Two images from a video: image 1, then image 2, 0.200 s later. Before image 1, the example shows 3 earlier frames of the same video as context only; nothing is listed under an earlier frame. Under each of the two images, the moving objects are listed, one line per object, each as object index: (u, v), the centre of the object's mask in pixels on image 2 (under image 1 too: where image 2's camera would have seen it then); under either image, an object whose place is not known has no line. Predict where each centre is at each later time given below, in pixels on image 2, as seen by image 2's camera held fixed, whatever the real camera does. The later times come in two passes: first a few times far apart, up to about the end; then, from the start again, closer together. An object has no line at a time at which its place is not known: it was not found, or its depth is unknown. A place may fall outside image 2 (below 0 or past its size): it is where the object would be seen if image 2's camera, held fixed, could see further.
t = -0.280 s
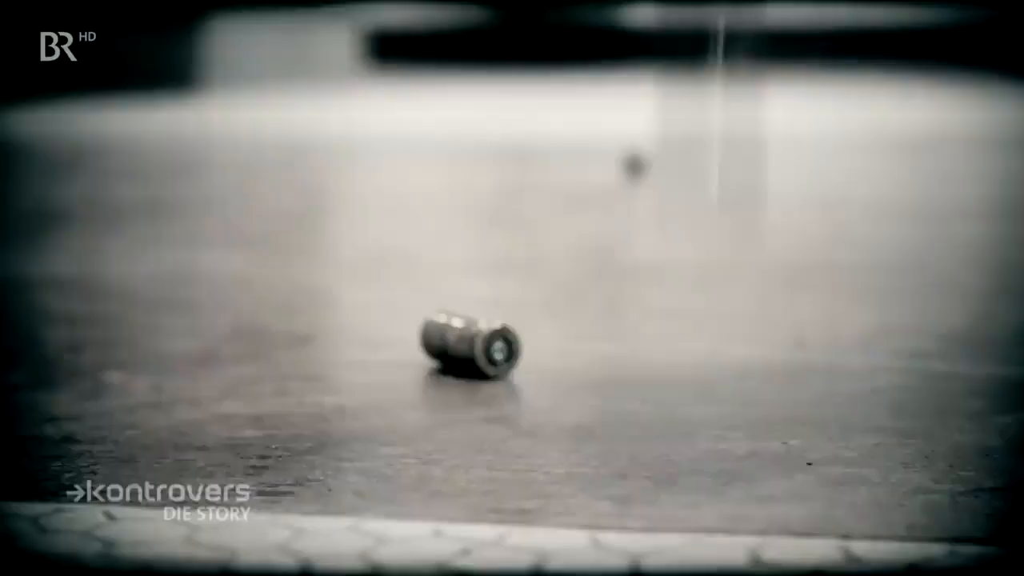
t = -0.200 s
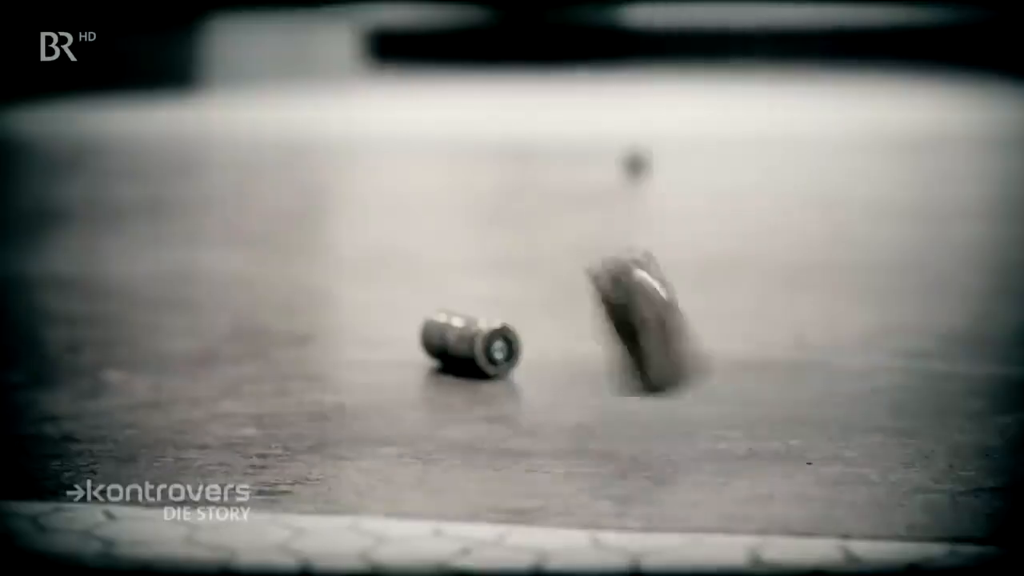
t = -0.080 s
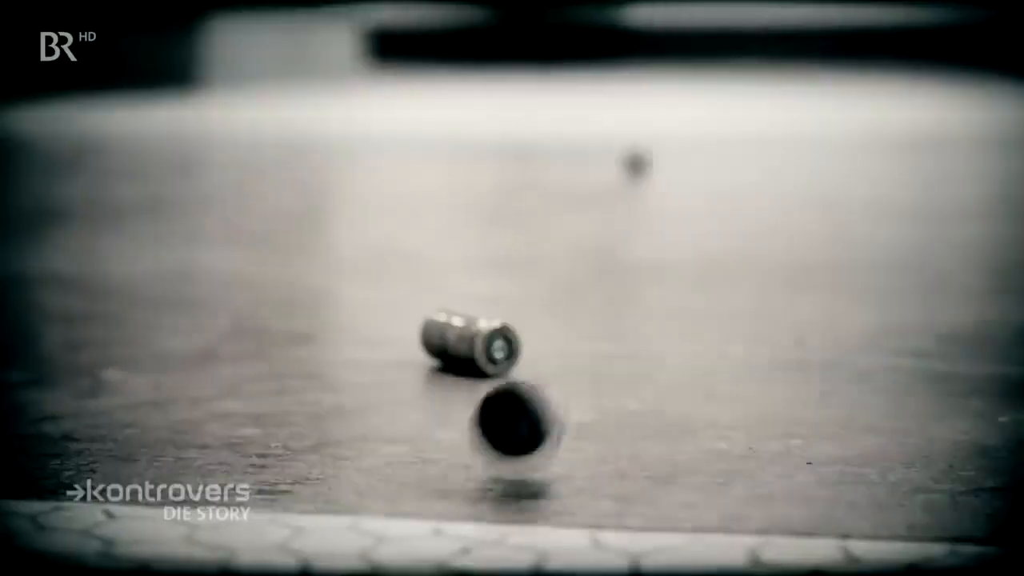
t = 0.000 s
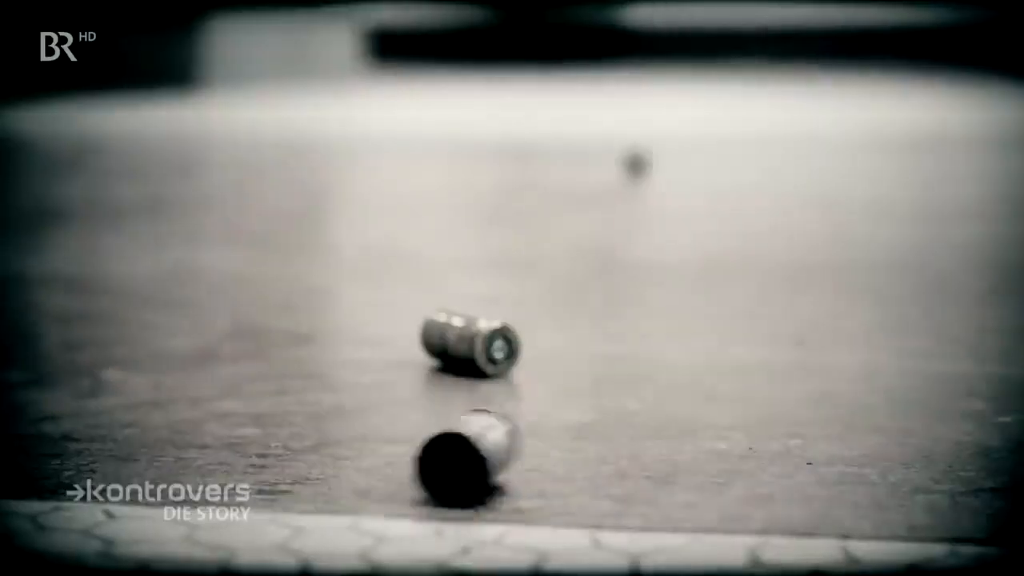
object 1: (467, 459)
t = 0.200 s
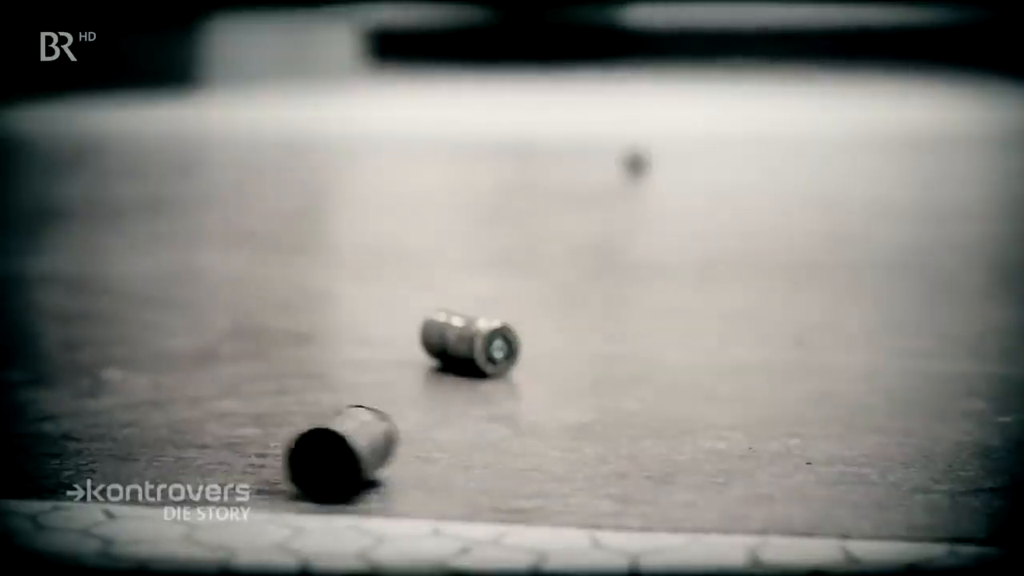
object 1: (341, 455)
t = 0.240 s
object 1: (319, 454)
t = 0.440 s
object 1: (229, 447)
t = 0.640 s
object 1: (178, 446)
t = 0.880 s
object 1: (132, 444)
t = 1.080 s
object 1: (117, 443)
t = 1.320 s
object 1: (128, 443)
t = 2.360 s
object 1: (132, 442)
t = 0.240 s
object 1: (319, 454)
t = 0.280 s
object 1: (297, 452)
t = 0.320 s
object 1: (277, 451)
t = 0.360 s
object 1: (260, 449)
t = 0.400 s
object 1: (244, 448)
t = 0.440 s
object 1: (229, 447)
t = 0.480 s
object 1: (217, 446)
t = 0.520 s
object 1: (205, 446)
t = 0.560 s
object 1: (194, 447)
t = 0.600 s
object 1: (186, 446)
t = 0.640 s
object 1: (178, 446)
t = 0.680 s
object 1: (171, 446)
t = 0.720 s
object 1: (163, 446)
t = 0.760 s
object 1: (155, 445)
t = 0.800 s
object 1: (147, 445)
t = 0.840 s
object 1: (140, 444)
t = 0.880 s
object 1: (132, 444)
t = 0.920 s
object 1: (126, 443)
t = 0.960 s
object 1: (122, 443)
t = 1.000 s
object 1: (119, 443)
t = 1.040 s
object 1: (117, 443)
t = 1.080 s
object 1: (117, 443)
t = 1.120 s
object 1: (119, 443)
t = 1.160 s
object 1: (120, 443)
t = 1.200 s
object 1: (122, 443)
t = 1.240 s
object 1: (124, 443)
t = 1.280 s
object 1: (126, 443)
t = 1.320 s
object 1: (128, 443)
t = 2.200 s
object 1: (133, 442)
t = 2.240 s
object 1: (133, 442)
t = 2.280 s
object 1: (133, 442)
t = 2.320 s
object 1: (132, 442)
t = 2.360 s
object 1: (132, 442)
